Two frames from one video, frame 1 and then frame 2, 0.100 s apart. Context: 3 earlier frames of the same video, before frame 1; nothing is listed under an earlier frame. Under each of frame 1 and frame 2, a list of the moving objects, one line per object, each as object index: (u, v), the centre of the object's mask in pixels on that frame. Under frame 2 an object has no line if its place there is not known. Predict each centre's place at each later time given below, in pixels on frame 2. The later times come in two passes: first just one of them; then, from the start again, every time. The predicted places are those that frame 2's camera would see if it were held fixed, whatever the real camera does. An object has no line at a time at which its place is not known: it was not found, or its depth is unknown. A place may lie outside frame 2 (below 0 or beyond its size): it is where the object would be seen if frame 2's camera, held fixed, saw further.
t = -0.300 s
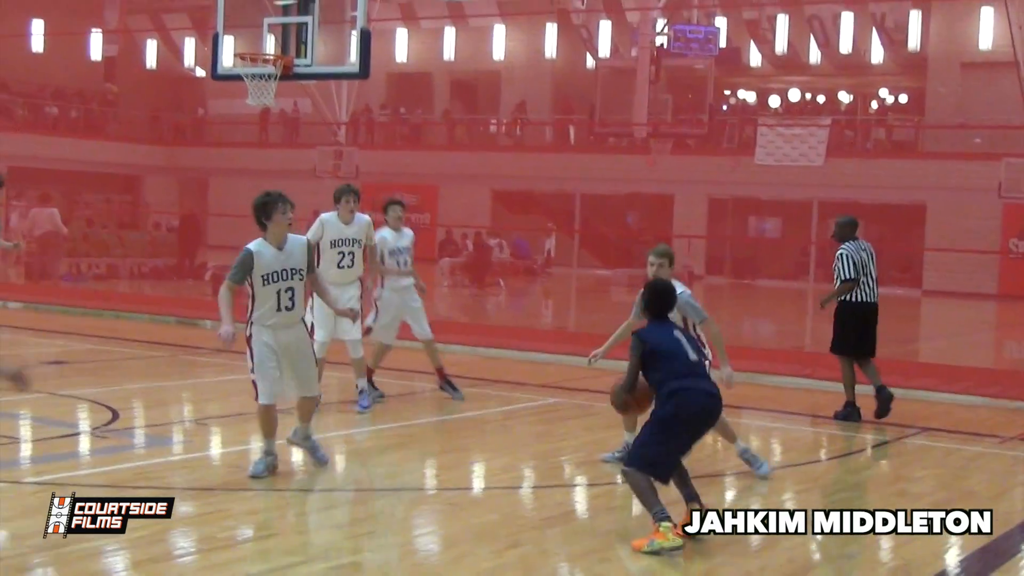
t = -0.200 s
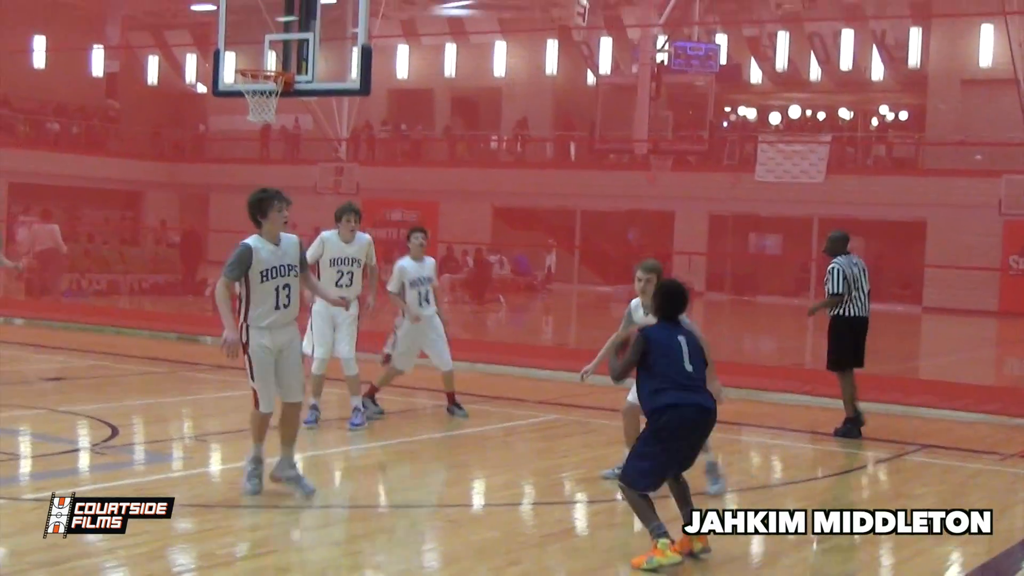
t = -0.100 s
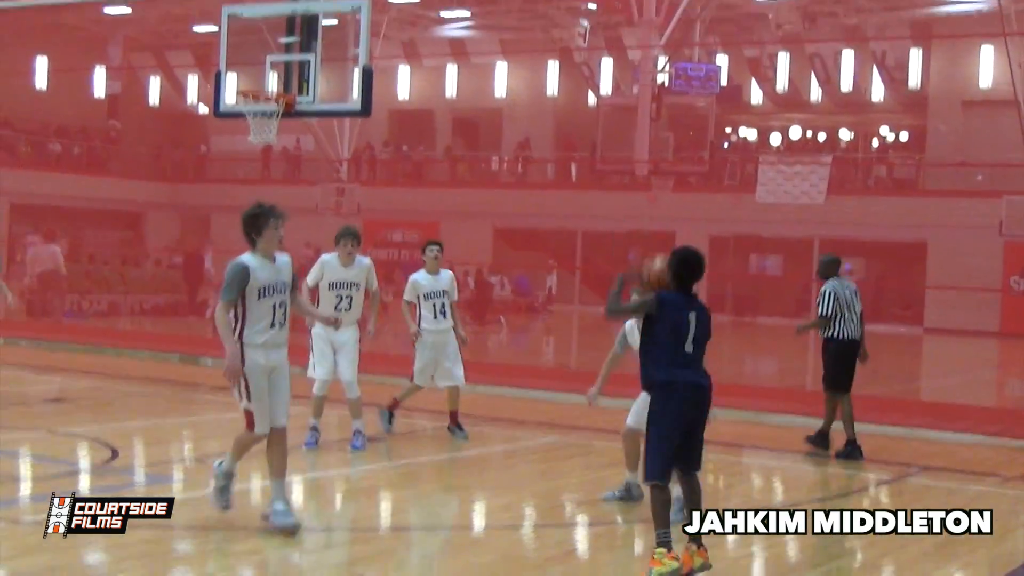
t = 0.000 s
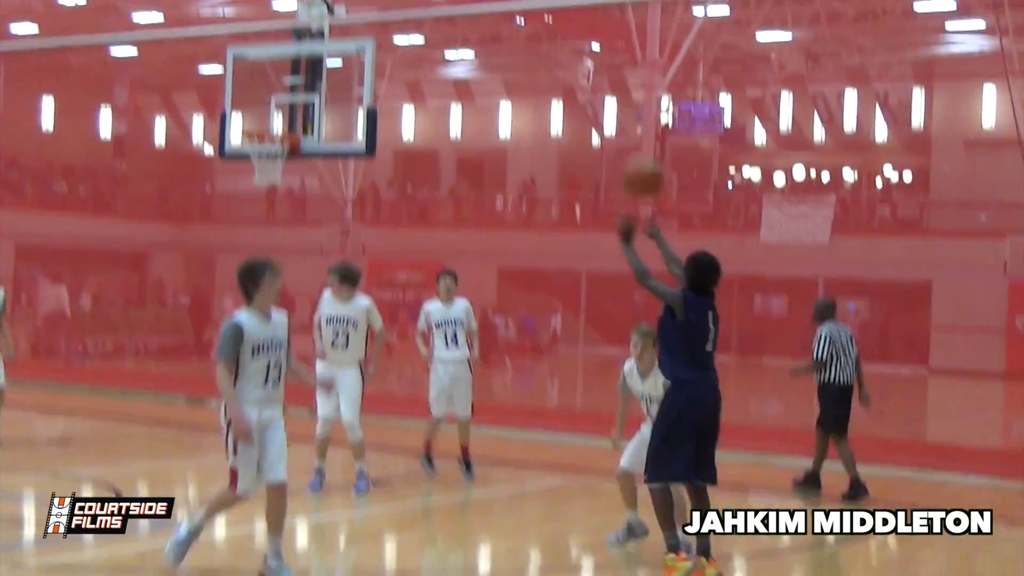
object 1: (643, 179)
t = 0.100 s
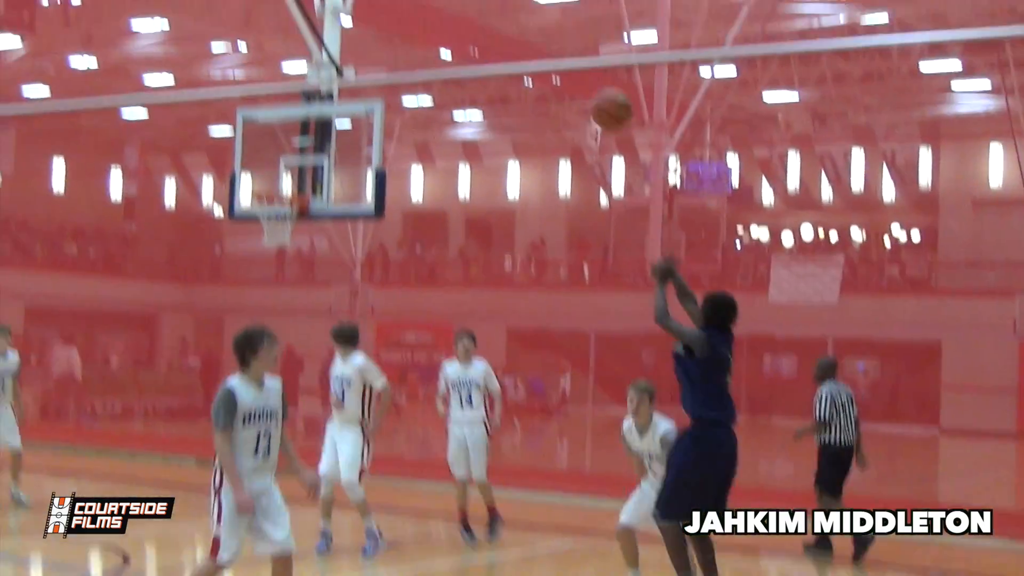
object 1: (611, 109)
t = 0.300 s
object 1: (543, -68)
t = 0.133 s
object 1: (600, 73)
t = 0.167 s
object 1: (588, 41)
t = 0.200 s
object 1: (576, 8)
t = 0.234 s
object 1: (565, -21)
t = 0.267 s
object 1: (554, -46)
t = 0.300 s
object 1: (543, -68)
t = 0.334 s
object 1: (534, -89)
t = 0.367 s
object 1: (524, -107)
